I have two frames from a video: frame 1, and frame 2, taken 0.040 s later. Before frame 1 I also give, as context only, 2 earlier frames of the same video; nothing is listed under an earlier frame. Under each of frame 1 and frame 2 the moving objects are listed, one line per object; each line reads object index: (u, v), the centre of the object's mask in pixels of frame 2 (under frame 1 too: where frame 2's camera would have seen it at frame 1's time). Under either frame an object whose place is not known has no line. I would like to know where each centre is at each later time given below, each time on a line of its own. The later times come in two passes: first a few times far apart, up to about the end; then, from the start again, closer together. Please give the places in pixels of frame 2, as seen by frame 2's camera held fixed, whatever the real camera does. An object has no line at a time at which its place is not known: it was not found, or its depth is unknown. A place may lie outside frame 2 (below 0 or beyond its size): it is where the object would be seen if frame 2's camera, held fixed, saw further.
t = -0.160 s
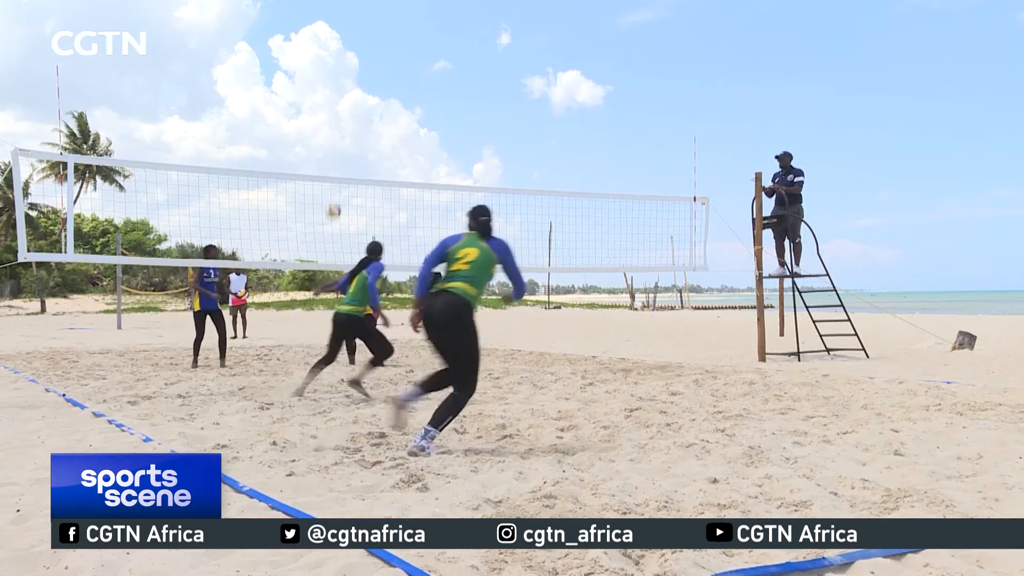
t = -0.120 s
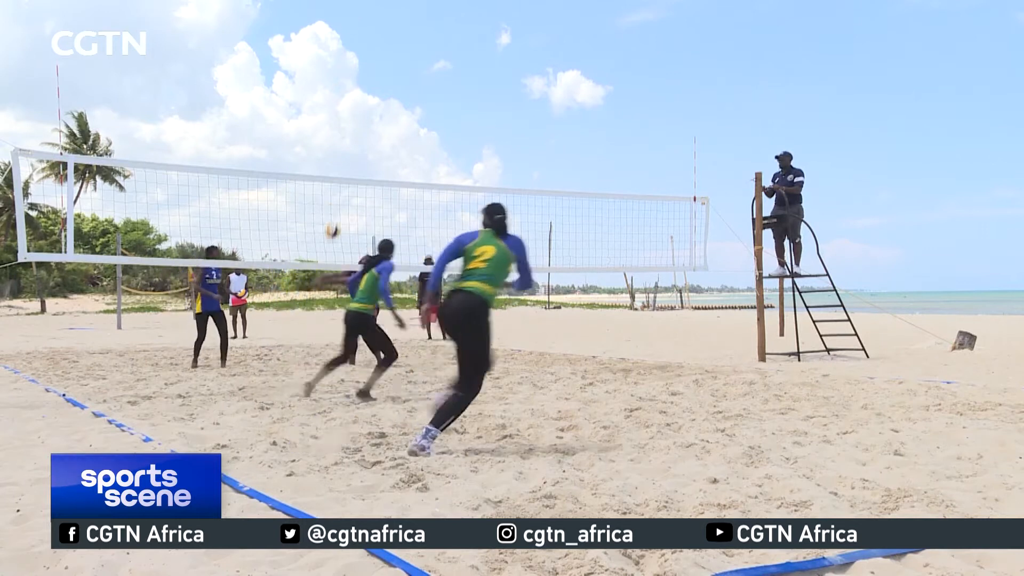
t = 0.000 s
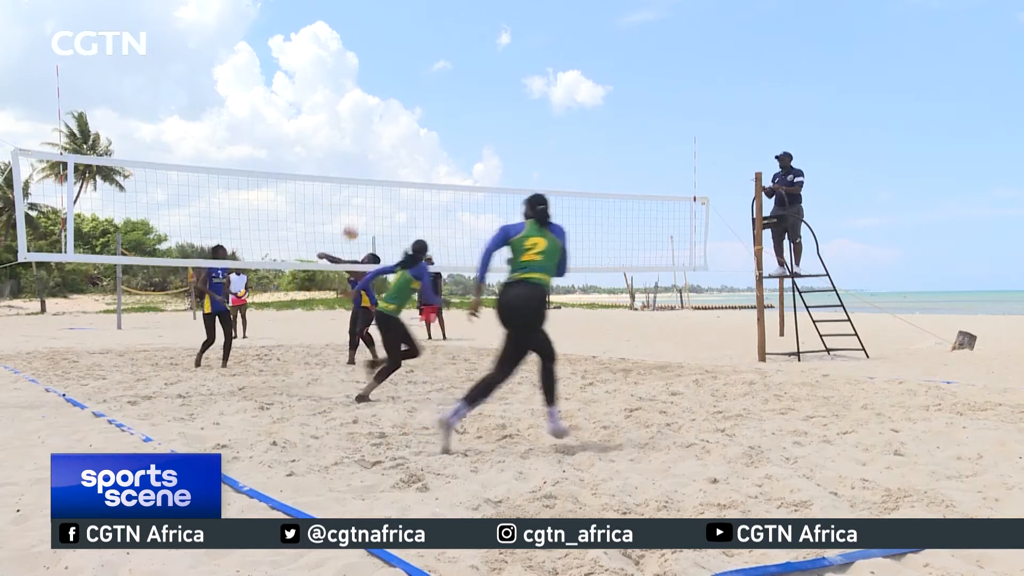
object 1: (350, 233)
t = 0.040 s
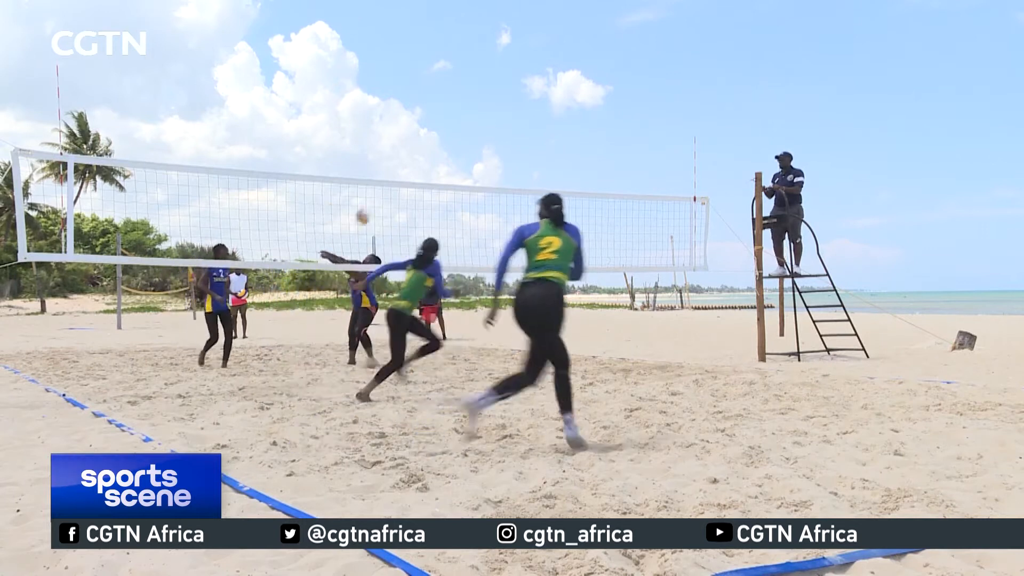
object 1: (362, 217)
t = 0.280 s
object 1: (439, 142)
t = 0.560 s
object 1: (535, 104)
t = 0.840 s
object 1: (639, 137)
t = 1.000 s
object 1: (702, 194)
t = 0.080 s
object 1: (375, 202)
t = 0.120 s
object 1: (387, 191)
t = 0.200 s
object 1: (412, 163)
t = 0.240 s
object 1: (425, 152)
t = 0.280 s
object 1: (439, 142)
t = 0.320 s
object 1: (452, 133)
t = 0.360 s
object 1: (465, 125)
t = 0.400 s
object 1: (478, 119)
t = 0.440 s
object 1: (492, 113)
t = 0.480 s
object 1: (507, 108)
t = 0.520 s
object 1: (521, 106)
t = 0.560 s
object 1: (535, 104)
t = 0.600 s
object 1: (549, 103)
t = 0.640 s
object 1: (564, 105)
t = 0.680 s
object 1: (579, 108)
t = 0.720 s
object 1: (594, 113)
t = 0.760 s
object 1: (609, 119)
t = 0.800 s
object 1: (623, 128)
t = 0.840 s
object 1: (639, 137)
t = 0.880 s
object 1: (655, 147)
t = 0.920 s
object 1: (671, 161)
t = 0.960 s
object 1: (686, 176)
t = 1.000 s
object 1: (702, 194)
